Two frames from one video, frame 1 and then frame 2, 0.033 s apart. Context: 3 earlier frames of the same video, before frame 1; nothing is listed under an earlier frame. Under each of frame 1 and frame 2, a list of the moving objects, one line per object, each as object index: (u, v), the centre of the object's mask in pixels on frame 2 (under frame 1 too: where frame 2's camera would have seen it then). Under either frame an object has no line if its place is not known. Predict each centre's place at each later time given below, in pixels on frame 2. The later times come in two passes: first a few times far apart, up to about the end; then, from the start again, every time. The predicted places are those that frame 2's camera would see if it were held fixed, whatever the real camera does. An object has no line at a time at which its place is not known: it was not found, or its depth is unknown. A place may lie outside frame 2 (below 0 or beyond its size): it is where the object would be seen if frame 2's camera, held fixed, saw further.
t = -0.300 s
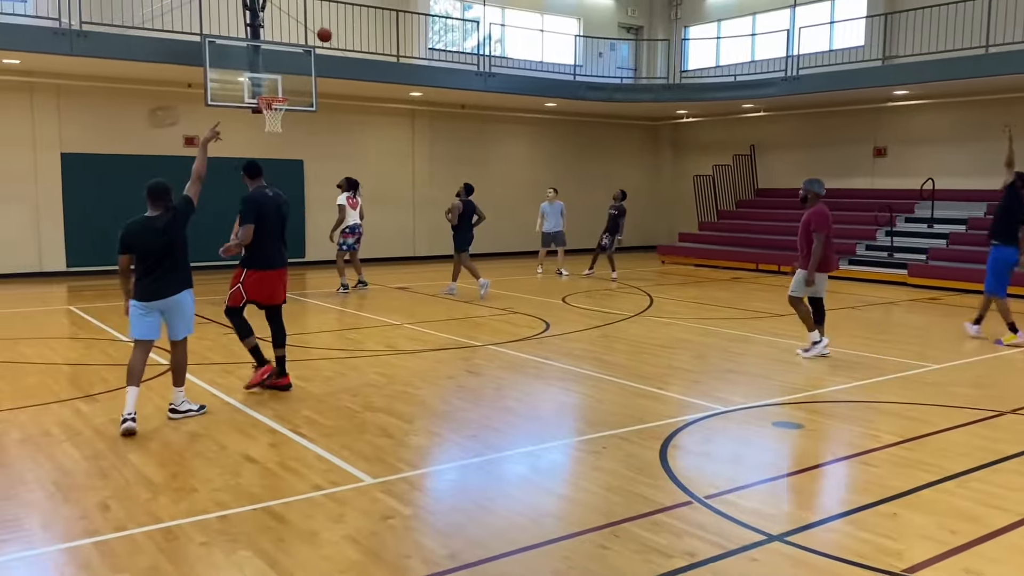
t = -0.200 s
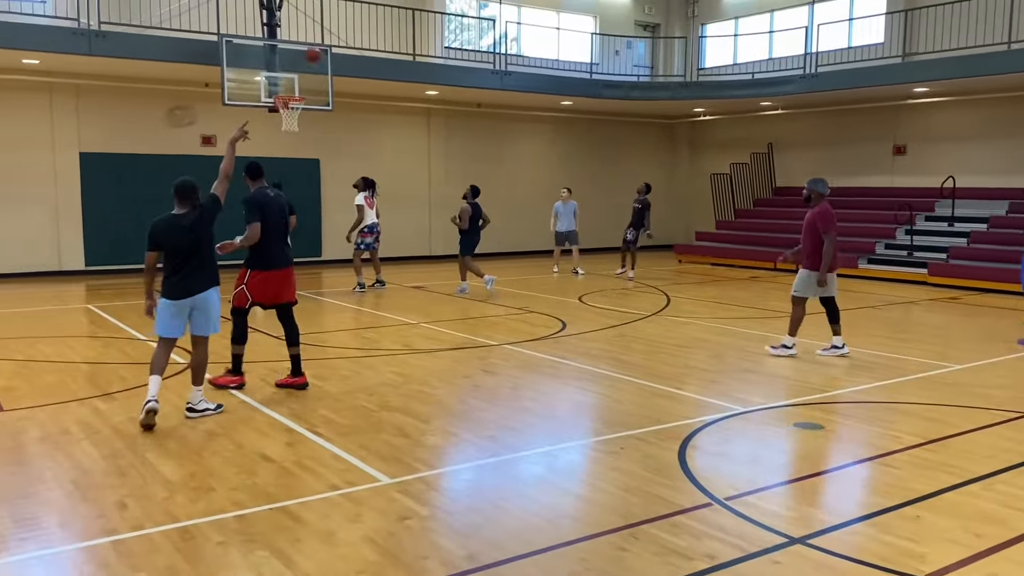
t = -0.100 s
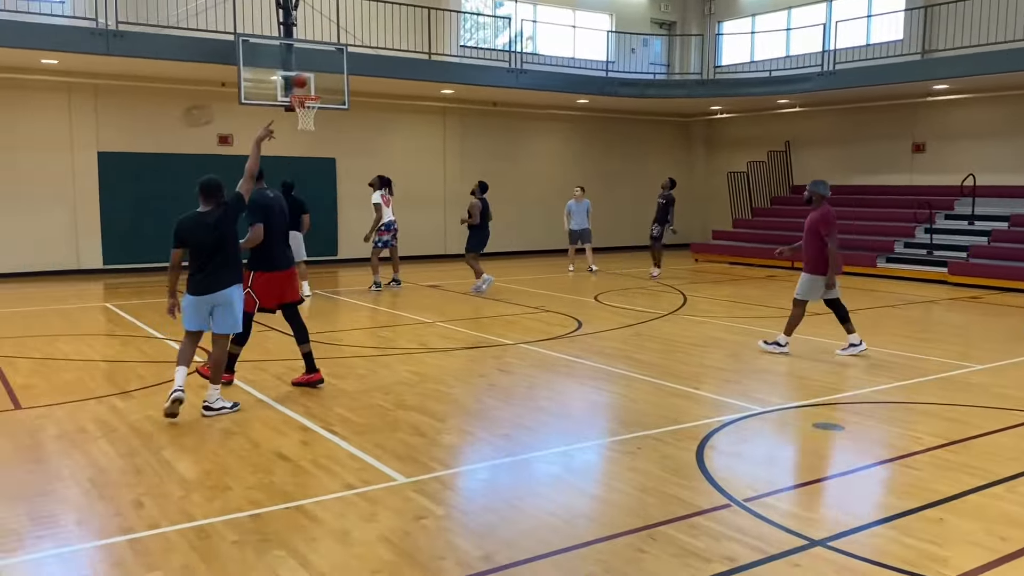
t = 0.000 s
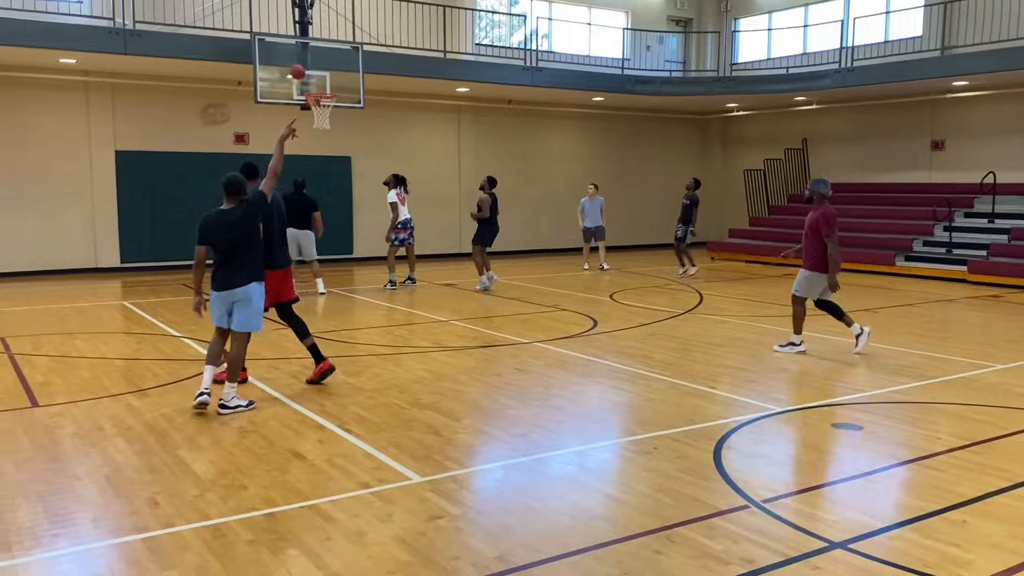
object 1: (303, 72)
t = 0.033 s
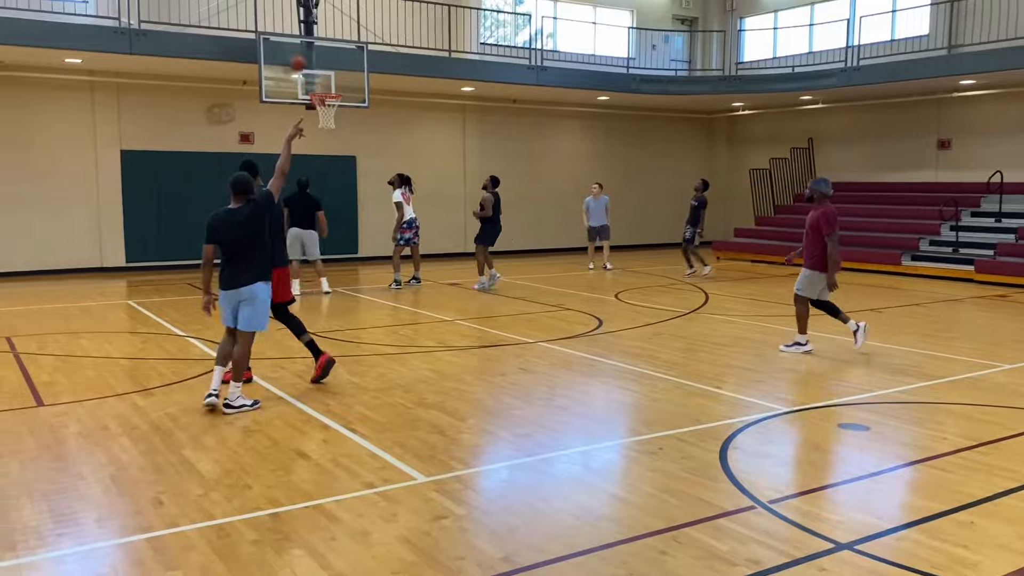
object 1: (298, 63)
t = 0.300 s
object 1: (260, 26)
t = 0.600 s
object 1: (218, 38)
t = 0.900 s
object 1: (179, 113)
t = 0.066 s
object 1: (293, 57)
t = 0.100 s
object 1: (289, 50)
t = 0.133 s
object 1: (284, 44)
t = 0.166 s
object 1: (279, 39)
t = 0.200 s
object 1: (274, 34)
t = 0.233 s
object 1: (270, 31)
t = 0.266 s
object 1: (265, 27)
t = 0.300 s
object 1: (260, 26)
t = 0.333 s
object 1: (256, 24)
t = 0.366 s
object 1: (251, 23)
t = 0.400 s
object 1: (246, 23)
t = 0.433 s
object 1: (241, 24)
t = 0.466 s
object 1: (237, 25)
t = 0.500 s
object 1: (232, 27)
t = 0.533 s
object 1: (228, 30)
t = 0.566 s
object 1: (223, 34)
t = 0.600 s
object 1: (218, 38)
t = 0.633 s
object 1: (214, 43)
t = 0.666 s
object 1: (210, 49)
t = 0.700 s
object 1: (205, 55)
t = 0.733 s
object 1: (200, 63)
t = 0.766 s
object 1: (196, 71)
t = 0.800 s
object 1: (192, 79)
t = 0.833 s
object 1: (187, 92)
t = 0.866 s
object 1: (184, 100)
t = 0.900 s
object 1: (179, 113)
